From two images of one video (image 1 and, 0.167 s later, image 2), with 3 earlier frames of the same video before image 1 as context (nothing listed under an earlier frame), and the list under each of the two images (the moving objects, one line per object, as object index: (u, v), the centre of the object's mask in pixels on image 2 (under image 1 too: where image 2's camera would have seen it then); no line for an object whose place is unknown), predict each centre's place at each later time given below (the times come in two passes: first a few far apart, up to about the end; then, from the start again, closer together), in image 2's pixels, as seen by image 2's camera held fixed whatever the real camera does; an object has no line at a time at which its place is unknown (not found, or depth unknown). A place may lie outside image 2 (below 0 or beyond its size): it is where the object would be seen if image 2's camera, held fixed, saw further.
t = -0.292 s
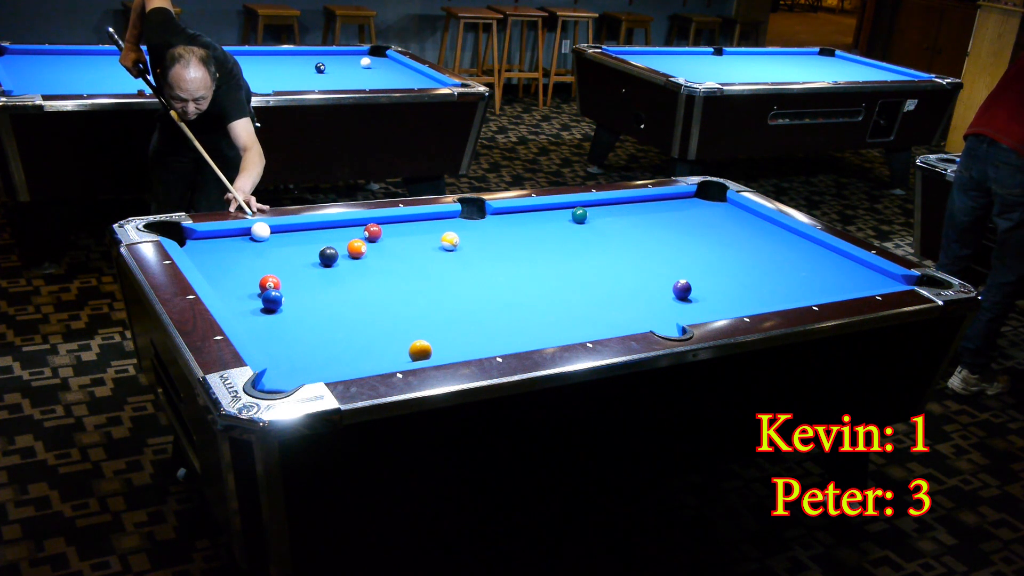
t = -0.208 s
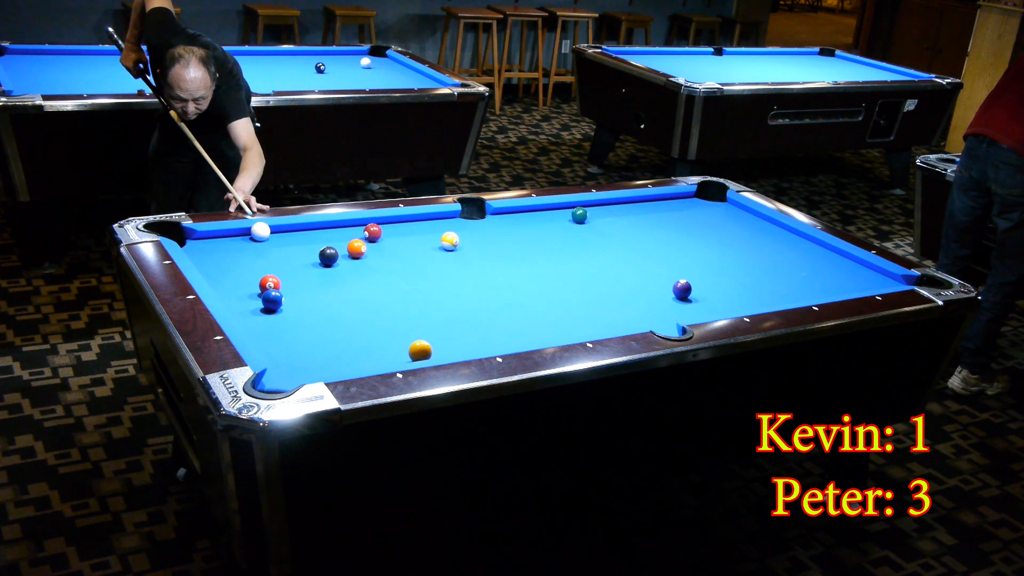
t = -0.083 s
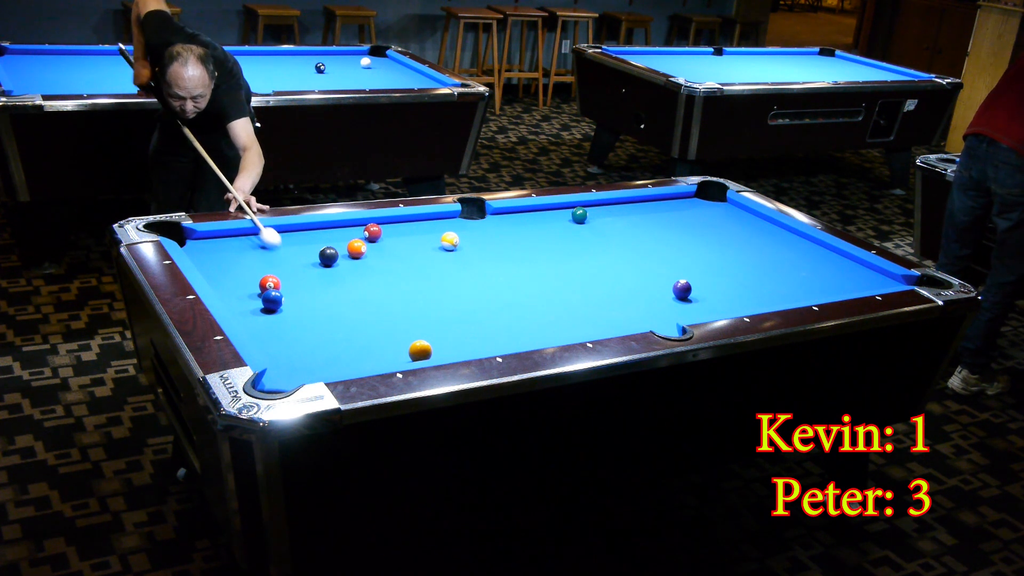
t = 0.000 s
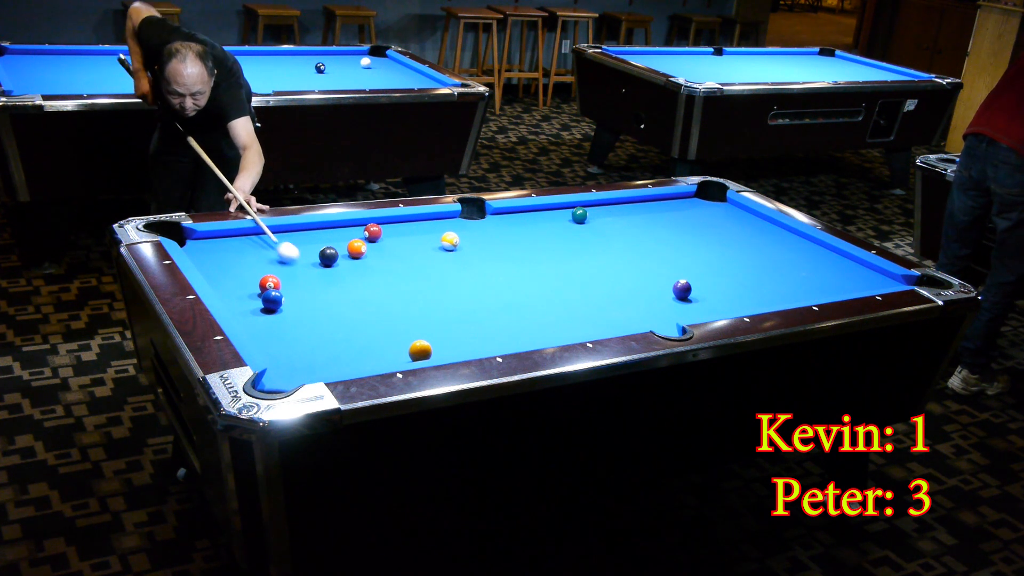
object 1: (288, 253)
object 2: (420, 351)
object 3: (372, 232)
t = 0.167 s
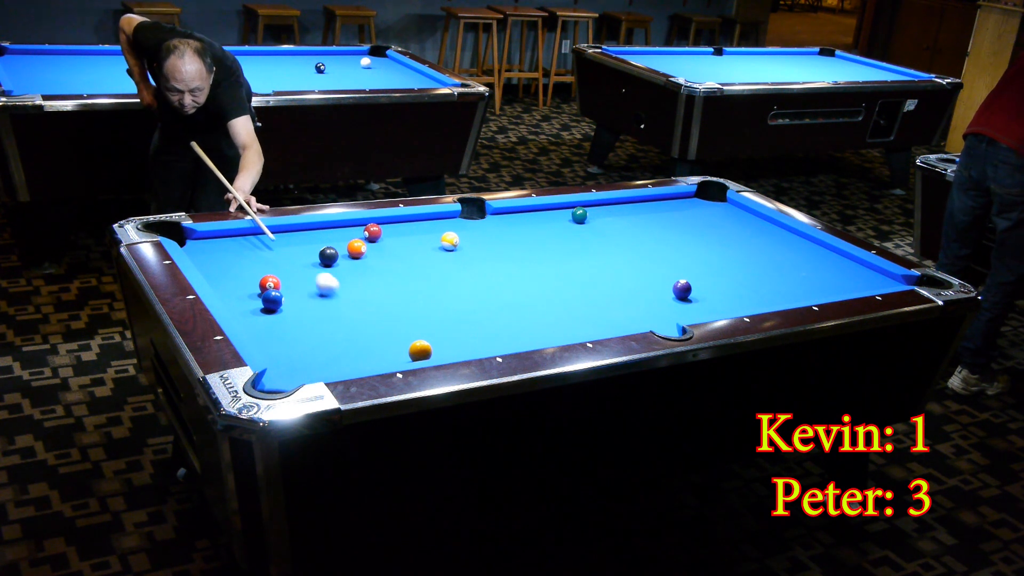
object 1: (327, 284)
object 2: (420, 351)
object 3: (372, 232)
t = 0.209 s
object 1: (337, 293)
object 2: (420, 351)
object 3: (372, 232)
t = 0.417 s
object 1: (395, 340)
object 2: (420, 351)
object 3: (372, 232)
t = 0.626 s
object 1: (387, 359)
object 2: (426, 338)
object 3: (372, 232)
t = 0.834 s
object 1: (359, 354)
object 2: (415, 316)
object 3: (372, 232)
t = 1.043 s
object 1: (333, 346)
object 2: (406, 296)
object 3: (372, 232)
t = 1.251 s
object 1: (309, 338)
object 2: (398, 278)
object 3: (372, 232)
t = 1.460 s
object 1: (288, 331)
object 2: (391, 262)
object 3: (372, 232)
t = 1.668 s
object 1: (269, 325)
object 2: (385, 248)
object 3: (372, 232)
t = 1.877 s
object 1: (251, 318)
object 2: (383, 238)
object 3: (368, 229)
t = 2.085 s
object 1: (241, 312)
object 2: (387, 234)
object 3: (362, 223)
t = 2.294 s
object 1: (241, 308)
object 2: (392, 231)
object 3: (367, 226)
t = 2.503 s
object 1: (243, 303)
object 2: (396, 228)
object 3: (372, 229)
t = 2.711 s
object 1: (244, 299)
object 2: (400, 226)
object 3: (376, 232)
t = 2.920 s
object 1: (245, 296)
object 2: (404, 224)
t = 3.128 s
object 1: (246, 293)
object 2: (408, 222)
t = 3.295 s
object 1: (247, 291)
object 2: (410, 221)
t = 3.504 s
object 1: (248, 289)
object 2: (413, 220)
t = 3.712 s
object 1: (249, 288)
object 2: (415, 219)
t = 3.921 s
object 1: (248, 287)
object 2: (416, 219)
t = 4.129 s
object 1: (248, 287)
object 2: (415, 219)
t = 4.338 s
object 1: (248, 287)
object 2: (415, 219)
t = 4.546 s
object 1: (248, 287)
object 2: (414, 219)
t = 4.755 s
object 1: (248, 287)
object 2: (414, 219)
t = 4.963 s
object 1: (248, 287)
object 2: (414, 219)
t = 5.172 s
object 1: (248, 287)
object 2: (414, 219)
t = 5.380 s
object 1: (248, 287)
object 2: (414, 219)
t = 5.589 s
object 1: (248, 287)
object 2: (414, 219)
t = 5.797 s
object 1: (248, 287)
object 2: (414, 219)
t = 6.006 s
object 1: (248, 287)
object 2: (414, 219)
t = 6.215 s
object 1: (248, 287)
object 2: (414, 219)
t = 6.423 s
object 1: (248, 287)
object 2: (414, 219)
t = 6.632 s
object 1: (248, 287)
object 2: (414, 219)
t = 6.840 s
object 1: (248, 287)
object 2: (414, 219)
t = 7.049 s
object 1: (248, 287)
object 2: (414, 219)
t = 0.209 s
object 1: (337, 293)
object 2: (420, 351)
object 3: (372, 232)
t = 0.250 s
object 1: (348, 301)
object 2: (420, 351)
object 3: (372, 232)
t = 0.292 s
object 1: (359, 311)
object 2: (420, 351)
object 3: (372, 232)
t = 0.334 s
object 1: (371, 320)
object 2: (420, 351)
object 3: (372, 232)
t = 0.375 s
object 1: (383, 330)
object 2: (420, 351)
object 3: (372, 232)
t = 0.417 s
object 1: (395, 340)
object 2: (420, 351)
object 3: (372, 232)
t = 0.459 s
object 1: (399, 346)
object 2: (429, 351)
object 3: (372, 232)
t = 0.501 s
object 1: (394, 350)
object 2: (432, 350)
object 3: (372, 232)
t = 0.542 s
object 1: (391, 353)
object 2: (430, 347)
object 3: (372, 232)
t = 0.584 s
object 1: (389, 356)
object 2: (428, 343)
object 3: (372, 232)
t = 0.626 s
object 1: (387, 359)
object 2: (426, 338)
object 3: (372, 232)
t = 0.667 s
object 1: (381, 358)
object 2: (423, 333)
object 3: (372, 232)
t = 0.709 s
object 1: (375, 358)
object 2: (421, 328)
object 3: (372, 232)
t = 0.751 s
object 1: (370, 357)
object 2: (419, 324)
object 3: (372, 232)
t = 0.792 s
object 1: (364, 356)
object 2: (417, 320)
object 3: (372, 232)
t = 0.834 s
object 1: (359, 354)
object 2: (415, 316)
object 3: (372, 232)
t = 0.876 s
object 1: (353, 353)
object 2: (413, 311)
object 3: (372, 232)
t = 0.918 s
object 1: (348, 351)
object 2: (411, 308)
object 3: (372, 232)
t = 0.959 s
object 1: (343, 349)
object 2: (409, 303)
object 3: (372, 232)
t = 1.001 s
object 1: (338, 348)
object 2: (408, 300)
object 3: (372, 232)
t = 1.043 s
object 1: (333, 346)
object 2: (406, 296)
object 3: (372, 232)
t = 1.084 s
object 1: (328, 344)
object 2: (404, 292)
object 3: (372, 232)
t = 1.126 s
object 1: (323, 343)
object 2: (403, 289)
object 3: (372, 232)
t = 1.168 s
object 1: (319, 341)
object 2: (401, 285)
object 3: (372, 232)
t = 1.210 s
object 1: (314, 340)
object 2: (400, 282)
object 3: (372, 232)
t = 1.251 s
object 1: (309, 338)
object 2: (398, 278)
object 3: (372, 232)
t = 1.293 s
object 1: (305, 337)
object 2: (397, 275)
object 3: (372, 232)
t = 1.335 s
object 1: (301, 335)
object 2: (395, 271)
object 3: (372, 232)
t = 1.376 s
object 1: (296, 334)
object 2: (394, 268)
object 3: (372, 232)
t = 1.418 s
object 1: (292, 333)
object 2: (392, 265)
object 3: (372, 232)
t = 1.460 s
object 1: (288, 331)
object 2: (391, 262)
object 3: (372, 232)
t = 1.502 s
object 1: (284, 330)
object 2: (390, 259)
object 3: (372, 232)
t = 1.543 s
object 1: (280, 329)
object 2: (388, 256)
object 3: (372, 232)
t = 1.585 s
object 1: (276, 327)
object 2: (387, 253)
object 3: (372, 232)
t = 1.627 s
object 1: (272, 326)
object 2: (386, 250)
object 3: (372, 232)
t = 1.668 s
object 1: (269, 325)
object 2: (385, 248)
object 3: (372, 232)
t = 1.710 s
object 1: (265, 324)
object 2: (383, 245)
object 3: (372, 231)
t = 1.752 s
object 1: (261, 322)
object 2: (382, 242)
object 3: (371, 231)
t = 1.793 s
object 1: (258, 321)
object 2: (381, 240)
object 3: (371, 230)
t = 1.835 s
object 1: (255, 320)
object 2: (381, 238)
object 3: (370, 230)
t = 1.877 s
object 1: (251, 318)
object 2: (383, 238)
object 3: (368, 229)
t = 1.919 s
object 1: (248, 317)
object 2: (384, 237)
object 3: (367, 228)
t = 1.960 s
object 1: (245, 316)
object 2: (385, 236)
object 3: (366, 226)
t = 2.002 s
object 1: (243, 314)
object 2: (386, 236)
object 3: (364, 225)
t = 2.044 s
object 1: (241, 313)
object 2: (386, 235)
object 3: (363, 224)
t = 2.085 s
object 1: (241, 312)
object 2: (387, 234)
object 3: (362, 223)
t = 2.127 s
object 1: (241, 311)
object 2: (388, 234)
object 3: (363, 224)
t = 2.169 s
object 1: (241, 310)
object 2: (389, 233)
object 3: (364, 224)
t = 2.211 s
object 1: (241, 310)
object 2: (390, 233)
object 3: (365, 225)
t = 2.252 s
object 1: (241, 309)
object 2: (391, 232)
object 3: (366, 226)
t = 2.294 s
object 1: (241, 308)
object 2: (392, 231)
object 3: (367, 226)
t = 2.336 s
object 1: (241, 307)
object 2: (393, 230)
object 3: (368, 227)
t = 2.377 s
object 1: (242, 306)
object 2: (393, 230)
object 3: (369, 228)
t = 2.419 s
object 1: (242, 305)
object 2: (394, 229)
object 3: (370, 228)
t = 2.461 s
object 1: (242, 304)
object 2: (395, 229)
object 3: (371, 229)
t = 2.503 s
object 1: (243, 303)
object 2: (396, 228)
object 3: (372, 229)
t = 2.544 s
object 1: (243, 302)
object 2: (397, 228)
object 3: (373, 230)
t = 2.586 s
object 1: (243, 301)
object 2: (398, 227)
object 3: (373, 231)
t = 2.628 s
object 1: (243, 301)
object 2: (399, 227)
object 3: (374, 231)
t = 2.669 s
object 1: (244, 300)
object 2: (399, 226)
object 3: (375, 232)
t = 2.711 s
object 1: (244, 299)
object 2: (400, 226)
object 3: (376, 232)
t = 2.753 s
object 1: (244, 299)
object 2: (401, 226)
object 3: (377, 233)
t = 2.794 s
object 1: (245, 298)
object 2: (402, 225)
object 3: (378, 233)
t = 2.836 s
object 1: (245, 297)
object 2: (403, 225)
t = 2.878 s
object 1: (245, 297)
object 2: (404, 224)
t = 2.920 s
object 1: (245, 296)
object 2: (404, 224)
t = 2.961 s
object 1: (246, 295)
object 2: (405, 224)
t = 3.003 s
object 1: (246, 295)
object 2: (406, 223)
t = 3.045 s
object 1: (246, 294)
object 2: (406, 223)
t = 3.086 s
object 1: (246, 294)
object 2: (407, 223)
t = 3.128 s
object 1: (246, 293)
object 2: (408, 222)
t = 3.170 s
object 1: (247, 293)
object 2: (408, 222)
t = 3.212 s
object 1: (247, 292)
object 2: (409, 222)
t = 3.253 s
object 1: (247, 292)
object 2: (409, 221)
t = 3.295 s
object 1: (247, 291)
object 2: (410, 221)
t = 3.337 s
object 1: (247, 291)
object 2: (411, 221)
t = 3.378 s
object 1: (247, 290)
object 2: (411, 221)
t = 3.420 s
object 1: (248, 290)
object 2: (412, 220)
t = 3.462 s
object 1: (248, 290)
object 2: (412, 220)
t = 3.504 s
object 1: (248, 289)
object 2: (413, 220)
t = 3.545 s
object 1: (249, 289)
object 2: (413, 220)
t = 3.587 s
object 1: (249, 289)
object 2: (414, 219)
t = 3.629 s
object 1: (249, 289)
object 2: (414, 219)
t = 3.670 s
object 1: (249, 288)
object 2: (414, 219)
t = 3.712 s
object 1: (249, 288)
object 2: (415, 219)
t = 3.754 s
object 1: (249, 288)
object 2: (415, 219)
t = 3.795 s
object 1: (249, 288)
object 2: (415, 219)
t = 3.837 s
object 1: (249, 288)
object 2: (416, 219)
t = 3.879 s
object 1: (249, 288)
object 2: (416, 219)
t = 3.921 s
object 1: (248, 287)
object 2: (416, 219)
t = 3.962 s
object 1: (248, 287)
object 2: (416, 219)
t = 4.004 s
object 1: (248, 287)
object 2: (416, 219)
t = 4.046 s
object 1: (248, 287)
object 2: (416, 219)
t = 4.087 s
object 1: (248, 287)
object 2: (415, 219)
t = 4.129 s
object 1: (248, 287)
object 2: (415, 219)
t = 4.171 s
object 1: (248, 287)
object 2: (415, 219)
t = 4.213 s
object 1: (248, 287)
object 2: (415, 219)
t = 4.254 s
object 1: (248, 287)
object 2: (415, 219)
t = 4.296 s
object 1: (248, 287)
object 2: (415, 219)
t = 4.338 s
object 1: (248, 287)
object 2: (415, 219)
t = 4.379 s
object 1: (248, 287)
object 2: (414, 219)
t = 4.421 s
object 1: (248, 287)
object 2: (414, 219)
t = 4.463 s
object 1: (248, 287)
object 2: (414, 219)
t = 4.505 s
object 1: (248, 287)
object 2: (414, 219)
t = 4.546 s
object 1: (248, 287)
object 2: (414, 219)
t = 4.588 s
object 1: (248, 287)
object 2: (414, 219)
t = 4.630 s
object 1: (248, 287)
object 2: (414, 219)
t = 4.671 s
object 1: (248, 287)
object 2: (414, 219)
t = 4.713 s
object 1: (248, 287)
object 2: (414, 219)
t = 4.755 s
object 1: (248, 287)
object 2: (414, 219)
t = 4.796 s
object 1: (248, 287)
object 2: (414, 219)
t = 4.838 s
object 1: (248, 287)
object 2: (414, 219)
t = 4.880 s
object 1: (248, 287)
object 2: (414, 219)
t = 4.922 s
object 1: (248, 287)
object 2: (414, 219)
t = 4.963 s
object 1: (248, 287)
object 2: (414, 219)
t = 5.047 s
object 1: (248, 287)
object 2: (414, 219)
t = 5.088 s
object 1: (248, 287)
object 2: (414, 219)
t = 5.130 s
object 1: (248, 287)
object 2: (414, 219)
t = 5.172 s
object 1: (248, 287)
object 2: (414, 219)
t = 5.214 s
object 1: (248, 287)
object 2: (414, 219)
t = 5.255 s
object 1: (248, 287)
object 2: (414, 219)
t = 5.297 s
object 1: (248, 287)
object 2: (414, 219)
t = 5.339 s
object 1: (248, 287)
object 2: (414, 219)
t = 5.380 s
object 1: (248, 287)
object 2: (414, 219)
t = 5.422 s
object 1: (248, 287)
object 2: (414, 219)
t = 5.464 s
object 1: (248, 287)
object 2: (414, 219)
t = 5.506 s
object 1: (248, 287)
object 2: (414, 219)
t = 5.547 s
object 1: (248, 287)
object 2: (414, 219)
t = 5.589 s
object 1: (248, 287)
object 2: (414, 219)
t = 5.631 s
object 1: (248, 287)
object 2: (414, 219)
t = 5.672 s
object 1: (248, 287)
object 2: (414, 219)
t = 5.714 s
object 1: (248, 287)
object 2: (414, 219)
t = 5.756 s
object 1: (248, 287)
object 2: (414, 219)
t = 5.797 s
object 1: (248, 287)
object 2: (414, 219)
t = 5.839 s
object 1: (248, 287)
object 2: (414, 219)
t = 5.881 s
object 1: (248, 287)
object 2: (414, 219)
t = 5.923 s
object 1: (248, 287)
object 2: (414, 219)
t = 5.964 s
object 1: (248, 287)
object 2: (414, 219)
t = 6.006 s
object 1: (248, 287)
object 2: (414, 219)
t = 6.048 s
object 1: (248, 287)
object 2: (414, 219)
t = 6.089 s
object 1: (248, 287)
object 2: (414, 219)
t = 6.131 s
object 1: (248, 287)
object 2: (414, 219)
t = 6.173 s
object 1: (248, 287)
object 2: (414, 219)
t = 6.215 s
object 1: (248, 287)
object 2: (414, 219)
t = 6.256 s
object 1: (248, 287)
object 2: (414, 219)
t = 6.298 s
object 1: (248, 287)
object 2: (414, 219)
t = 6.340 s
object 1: (248, 287)
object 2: (414, 219)
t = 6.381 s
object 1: (248, 287)
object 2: (414, 219)
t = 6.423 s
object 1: (248, 287)
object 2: (414, 219)
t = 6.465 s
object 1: (248, 287)
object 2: (414, 219)
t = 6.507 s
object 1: (248, 287)
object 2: (414, 219)
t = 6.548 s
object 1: (248, 287)
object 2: (414, 219)
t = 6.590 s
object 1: (248, 287)
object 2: (414, 219)
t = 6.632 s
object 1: (248, 287)
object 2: (414, 219)
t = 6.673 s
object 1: (248, 287)
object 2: (414, 219)
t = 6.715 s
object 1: (248, 287)
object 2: (414, 219)
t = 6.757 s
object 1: (248, 287)
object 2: (414, 219)
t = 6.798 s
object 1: (248, 287)
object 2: (414, 219)
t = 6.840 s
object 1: (248, 287)
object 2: (414, 219)
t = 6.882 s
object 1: (248, 287)
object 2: (414, 219)
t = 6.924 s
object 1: (248, 287)
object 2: (414, 219)
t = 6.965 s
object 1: (248, 287)
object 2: (414, 219)
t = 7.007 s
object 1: (248, 287)
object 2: (414, 219)
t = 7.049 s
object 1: (248, 287)
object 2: (414, 219)
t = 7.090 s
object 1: (248, 287)
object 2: (414, 219)
